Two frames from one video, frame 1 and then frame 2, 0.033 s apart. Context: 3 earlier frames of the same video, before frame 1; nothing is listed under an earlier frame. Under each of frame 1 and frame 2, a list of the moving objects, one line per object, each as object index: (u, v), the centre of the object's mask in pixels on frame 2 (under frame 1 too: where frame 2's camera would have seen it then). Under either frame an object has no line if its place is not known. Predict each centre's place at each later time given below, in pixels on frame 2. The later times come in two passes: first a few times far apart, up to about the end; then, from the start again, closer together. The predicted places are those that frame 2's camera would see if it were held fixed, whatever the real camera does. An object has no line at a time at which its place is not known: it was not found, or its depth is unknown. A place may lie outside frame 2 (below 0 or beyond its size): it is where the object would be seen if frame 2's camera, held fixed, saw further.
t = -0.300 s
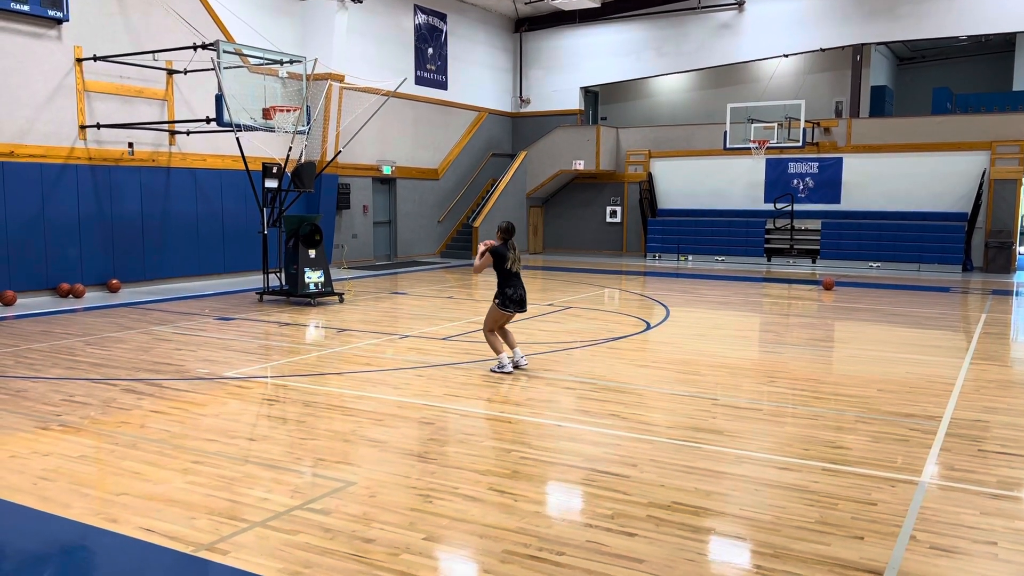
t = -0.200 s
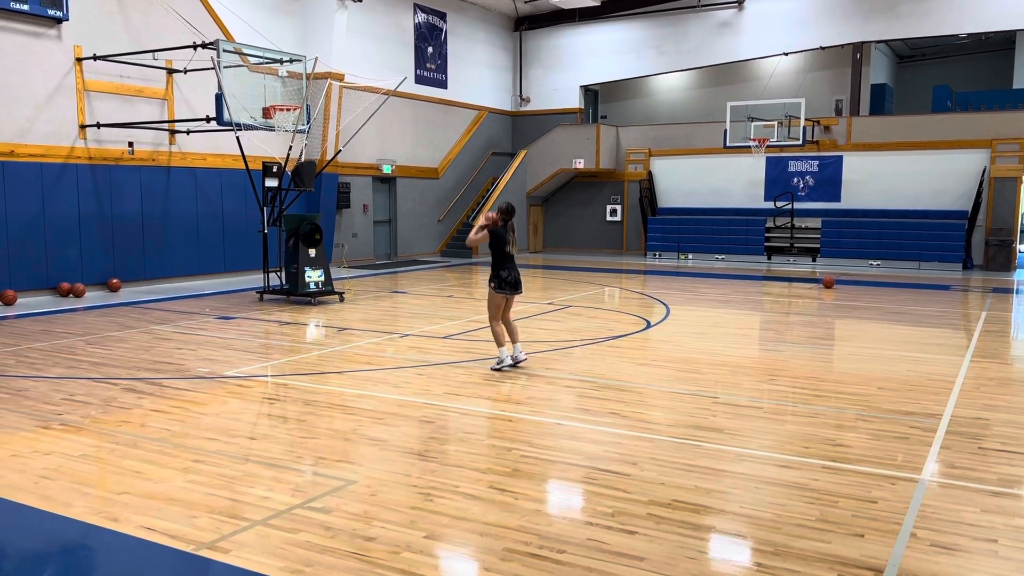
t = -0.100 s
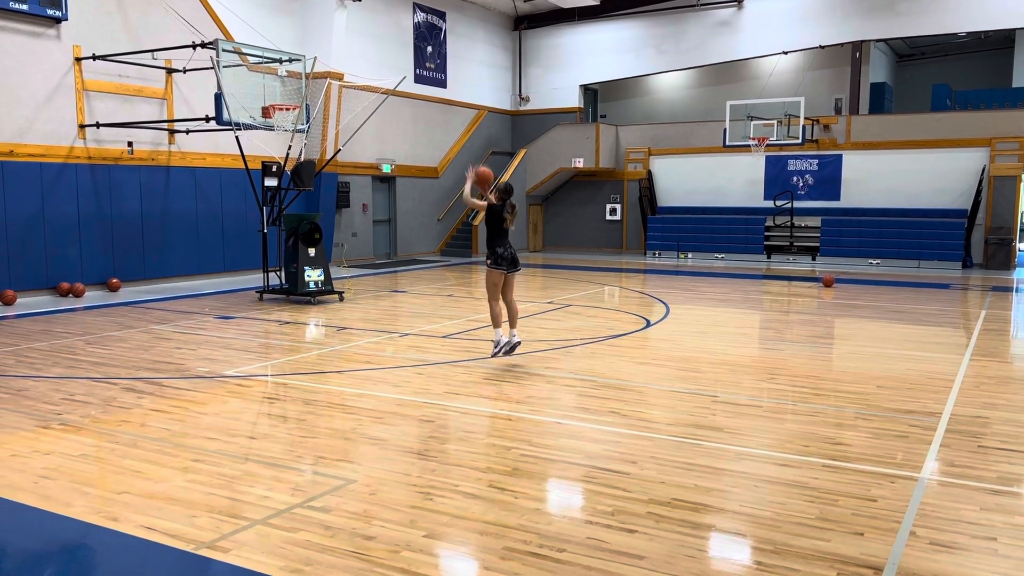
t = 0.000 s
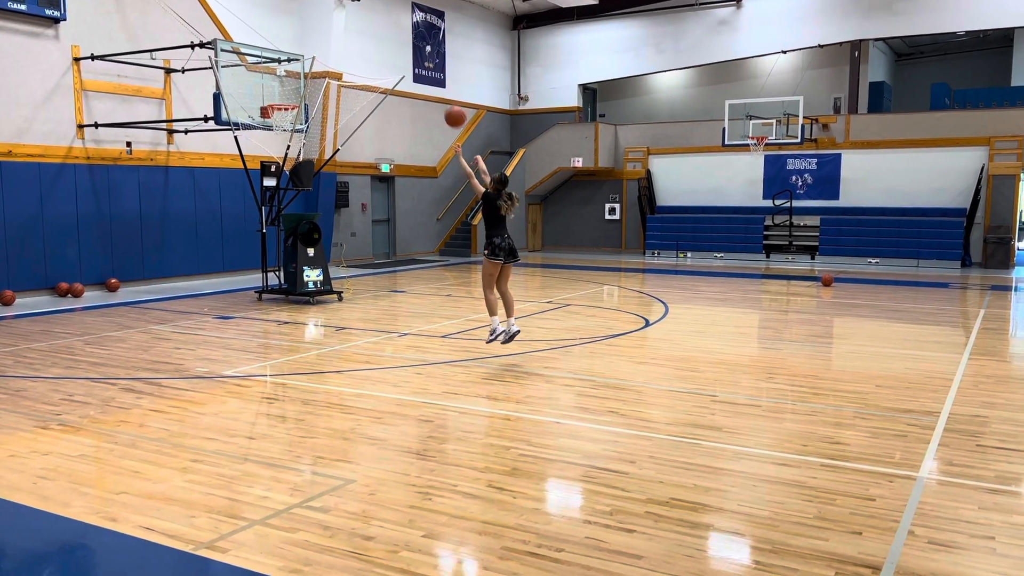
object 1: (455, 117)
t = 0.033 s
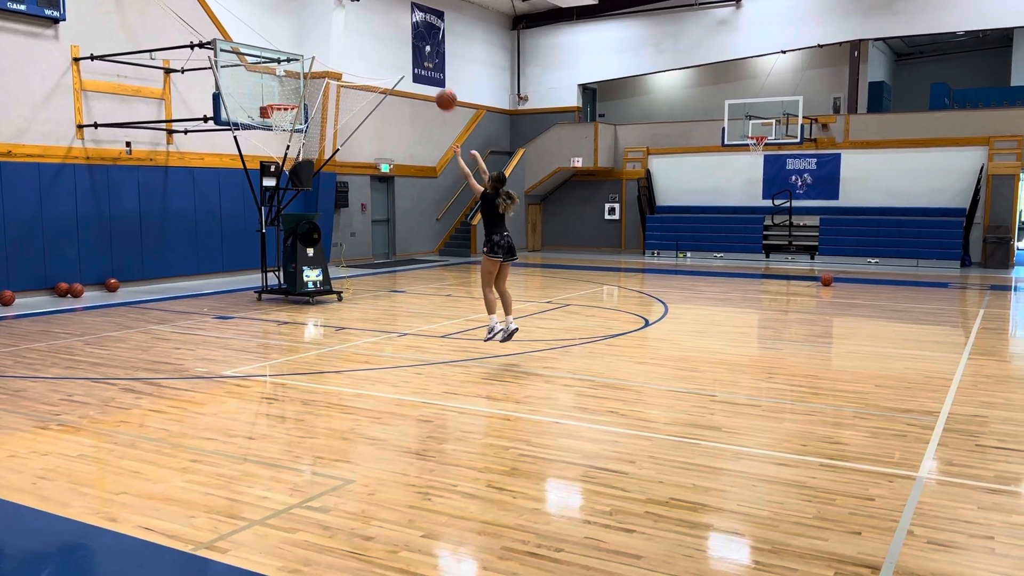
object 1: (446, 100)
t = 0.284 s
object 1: (391, 16)
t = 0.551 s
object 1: (346, 1)
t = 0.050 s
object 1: (442, 92)
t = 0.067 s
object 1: (438, 84)
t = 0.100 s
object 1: (430, 70)
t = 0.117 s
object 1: (426, 63)
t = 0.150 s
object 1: (418, 51)
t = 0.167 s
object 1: (415, 46)
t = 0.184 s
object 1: (411, 41)
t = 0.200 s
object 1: (408, 36)
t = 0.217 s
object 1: (404, 31)
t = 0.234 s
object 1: (401, 27)
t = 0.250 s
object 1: (397, 23)
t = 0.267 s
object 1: (394, 19)
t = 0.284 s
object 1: (391, 16)
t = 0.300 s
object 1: (388, 12)
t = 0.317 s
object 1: (385, 10)
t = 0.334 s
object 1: (382, 8)
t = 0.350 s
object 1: (379, 6)
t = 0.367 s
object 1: (376, 5)
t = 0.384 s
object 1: (373, 4)
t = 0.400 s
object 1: (370, 3)
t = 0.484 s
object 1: (356, 1)
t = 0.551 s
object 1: (346, 1)
